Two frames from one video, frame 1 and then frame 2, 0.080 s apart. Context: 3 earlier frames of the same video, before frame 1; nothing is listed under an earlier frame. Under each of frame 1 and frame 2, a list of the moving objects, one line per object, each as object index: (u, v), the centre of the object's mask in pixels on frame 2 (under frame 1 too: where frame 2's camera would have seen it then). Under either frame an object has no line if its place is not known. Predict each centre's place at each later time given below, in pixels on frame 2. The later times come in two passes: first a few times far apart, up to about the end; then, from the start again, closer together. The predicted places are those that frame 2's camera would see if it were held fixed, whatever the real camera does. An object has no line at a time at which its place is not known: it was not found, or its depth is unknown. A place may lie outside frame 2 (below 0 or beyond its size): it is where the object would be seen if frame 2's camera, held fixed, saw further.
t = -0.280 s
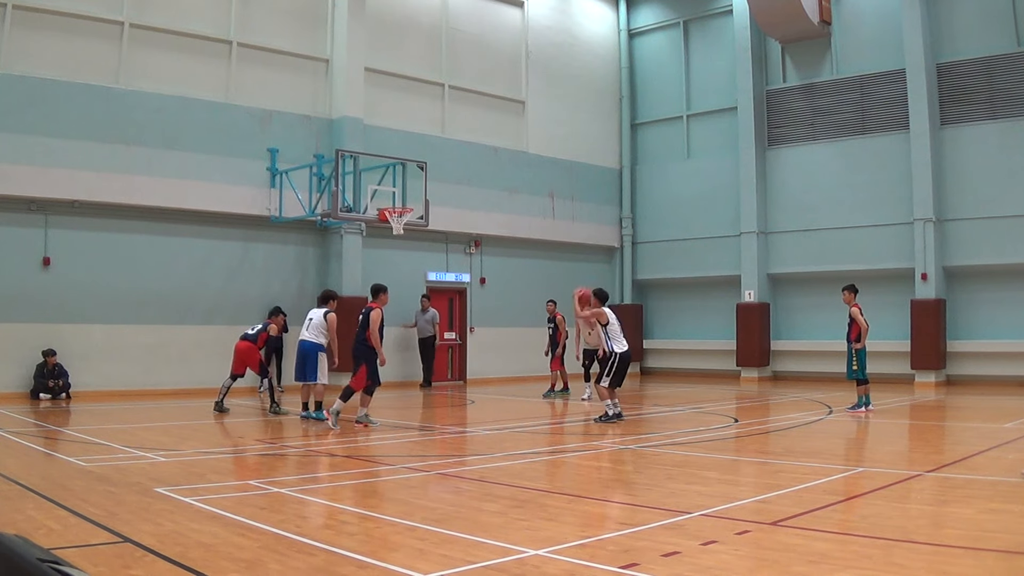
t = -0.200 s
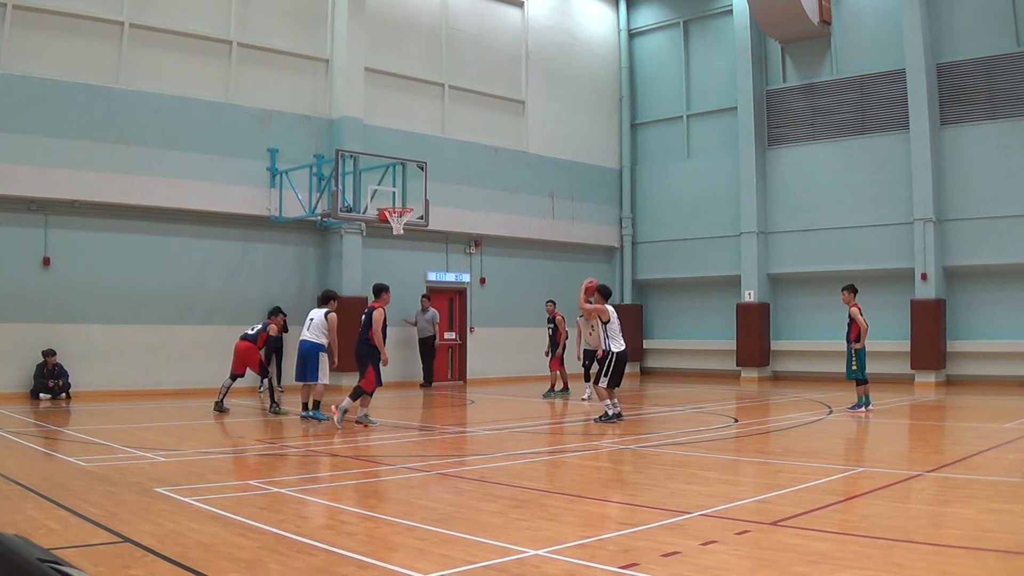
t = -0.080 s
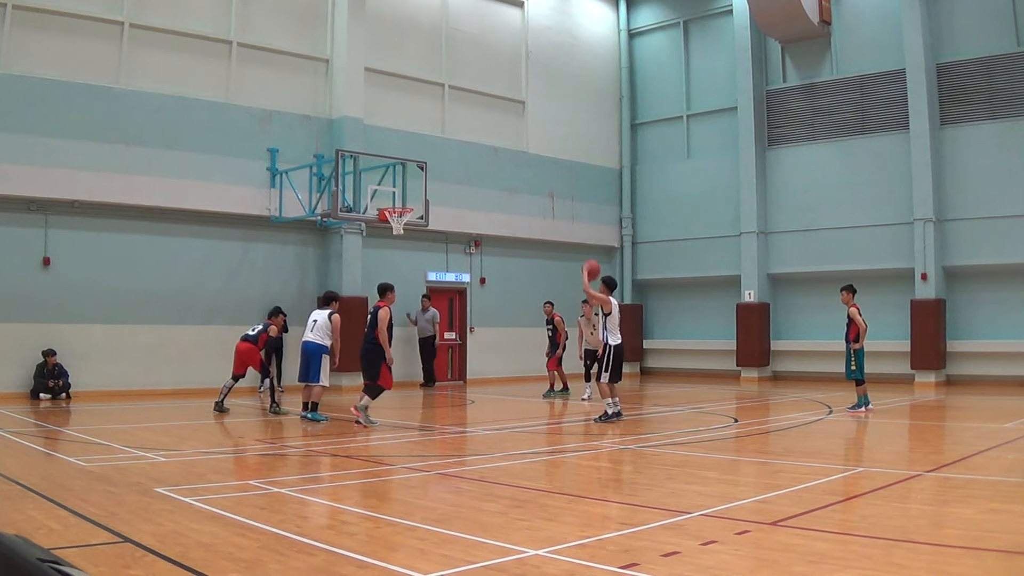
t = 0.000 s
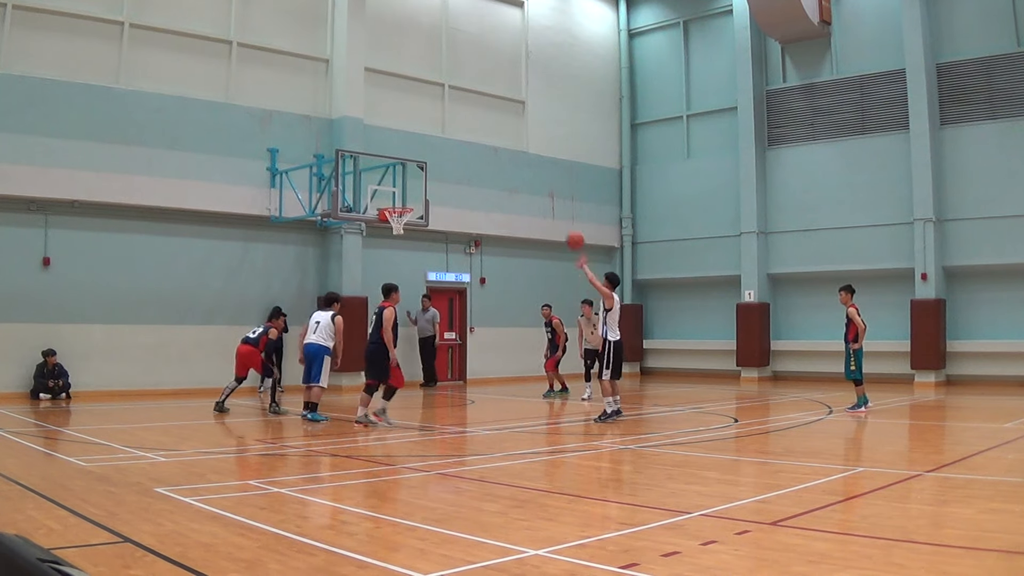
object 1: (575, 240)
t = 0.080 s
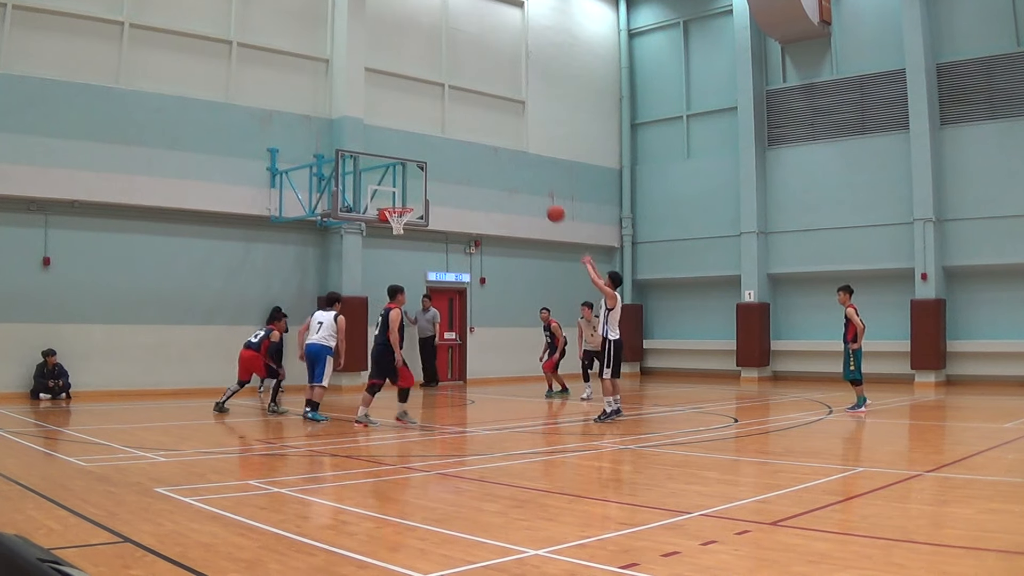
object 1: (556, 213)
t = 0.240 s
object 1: (519, 176)
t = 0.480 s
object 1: (469, 156)
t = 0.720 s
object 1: (425, 175)
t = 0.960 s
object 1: (387, 216)
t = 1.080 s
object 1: (397, 242)
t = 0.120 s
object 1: (546, 202)
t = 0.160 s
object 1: (537, 192)
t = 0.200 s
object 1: (528, 183)
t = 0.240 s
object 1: (519, 176)
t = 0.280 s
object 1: (510, 170)
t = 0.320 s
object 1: (502, 165)
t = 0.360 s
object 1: (493, 161)
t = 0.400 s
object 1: (485, 158)
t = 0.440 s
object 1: (477, 157)
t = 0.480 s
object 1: (469, 156)
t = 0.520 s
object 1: (462, 157)
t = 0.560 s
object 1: (453, 159)
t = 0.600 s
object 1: (446, 161)
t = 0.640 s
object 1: (439, 165)
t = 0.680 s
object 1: (433, 169)
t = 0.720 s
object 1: (425, 175)
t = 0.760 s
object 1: (418, 181)
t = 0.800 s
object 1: (411, 188)
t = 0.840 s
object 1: (405, 196)
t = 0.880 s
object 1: (399, 203)
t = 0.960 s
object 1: (387, 216)
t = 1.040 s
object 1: (395, 235)
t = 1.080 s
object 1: (397, 242)
